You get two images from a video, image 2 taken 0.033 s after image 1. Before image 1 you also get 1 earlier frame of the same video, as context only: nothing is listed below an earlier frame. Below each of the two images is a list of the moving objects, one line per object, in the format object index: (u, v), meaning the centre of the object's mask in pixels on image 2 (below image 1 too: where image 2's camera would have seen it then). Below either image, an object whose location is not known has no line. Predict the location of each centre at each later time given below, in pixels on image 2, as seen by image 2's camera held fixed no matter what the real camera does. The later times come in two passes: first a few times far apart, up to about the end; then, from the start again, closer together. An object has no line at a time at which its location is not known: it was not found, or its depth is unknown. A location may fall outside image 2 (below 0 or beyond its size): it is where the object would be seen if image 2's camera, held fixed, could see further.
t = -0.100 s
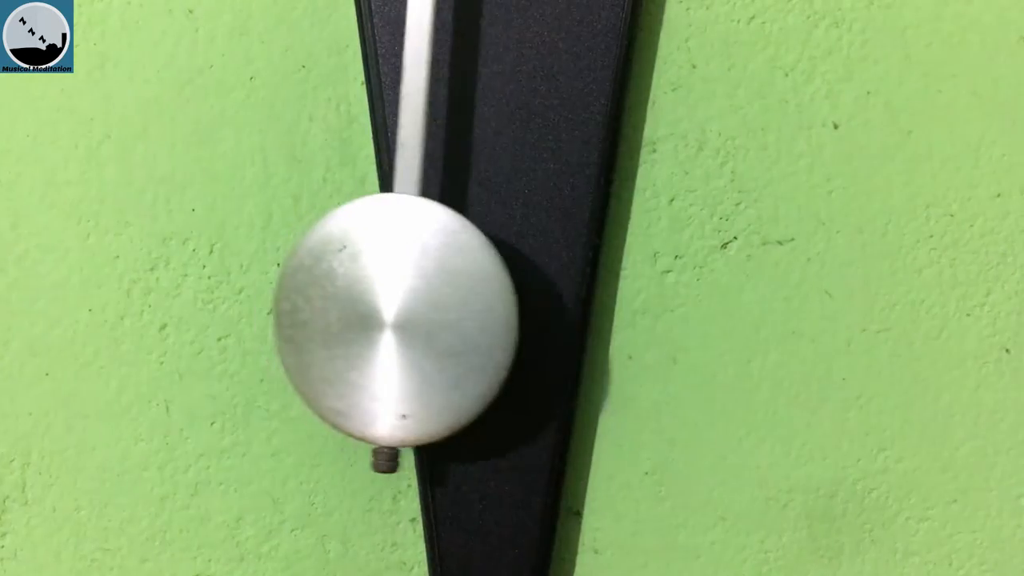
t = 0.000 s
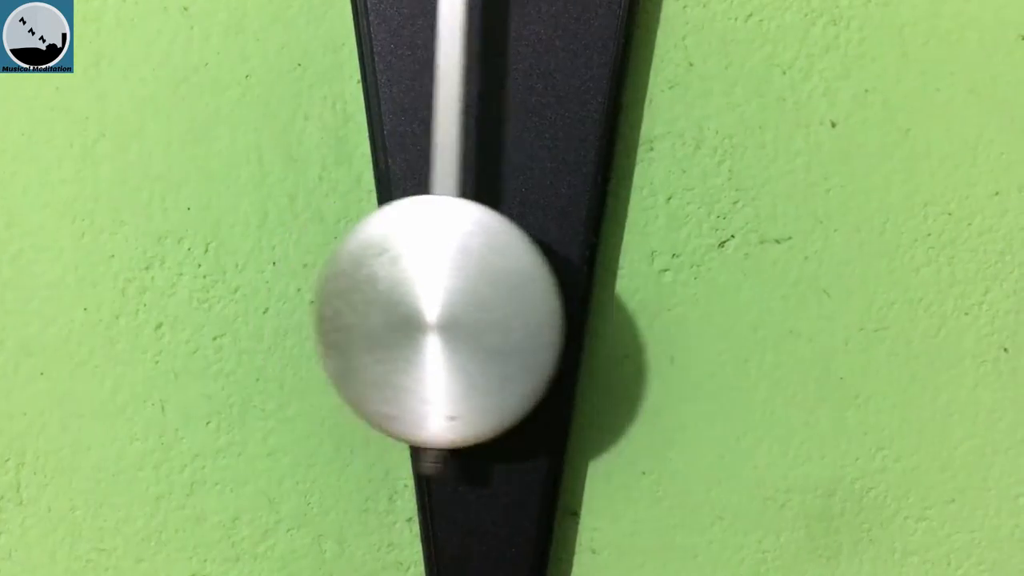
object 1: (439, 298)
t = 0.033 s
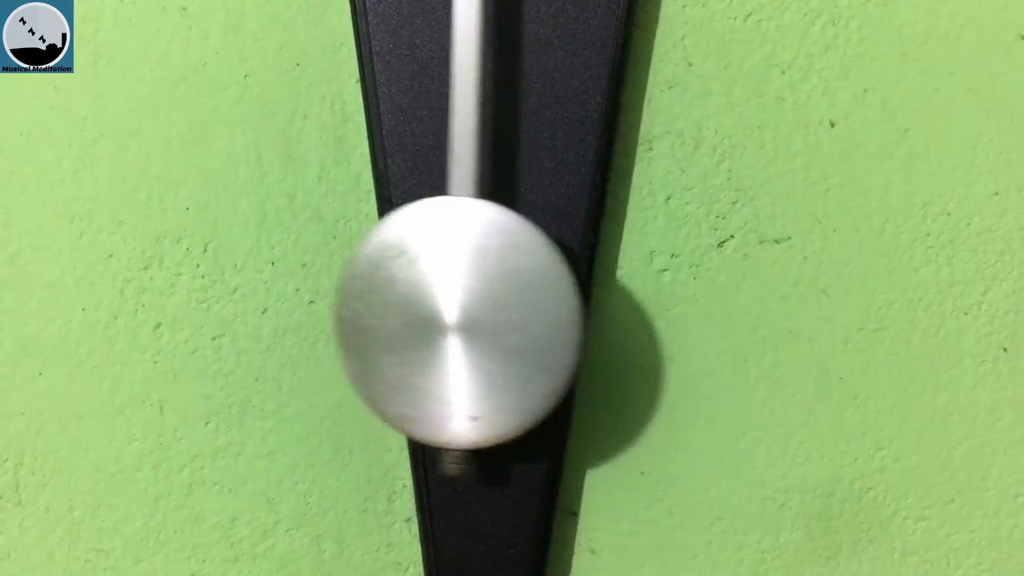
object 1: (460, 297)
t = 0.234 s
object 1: (589, 298)
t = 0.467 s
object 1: (630, 299)
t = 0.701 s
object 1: (506, 298)
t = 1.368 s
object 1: (564, 299)
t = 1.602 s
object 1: (638, 297)
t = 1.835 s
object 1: (535, 296)
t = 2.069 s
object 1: (397, 296)
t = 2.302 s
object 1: (411, 298)
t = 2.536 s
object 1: (559, 296)
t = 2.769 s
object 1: (639, 297)
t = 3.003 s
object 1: (540, 298)
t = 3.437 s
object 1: (394, 297)
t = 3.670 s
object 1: (530, 298)
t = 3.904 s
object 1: (639, 298)
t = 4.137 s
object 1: (568, 298)
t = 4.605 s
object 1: (399, 299)
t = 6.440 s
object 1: (594, 296)
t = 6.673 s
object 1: (450, 300)
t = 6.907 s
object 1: (384, 301)
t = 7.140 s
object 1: (497, 297)
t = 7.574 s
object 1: (615, 300)
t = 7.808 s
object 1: (469, 302)
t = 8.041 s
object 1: (379, 298)
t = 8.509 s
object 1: (610, 299)
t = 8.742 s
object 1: (616, 301)
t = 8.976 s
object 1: (479, 296)
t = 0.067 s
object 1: (481, 298)
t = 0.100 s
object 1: (504, 297)
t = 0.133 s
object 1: (526, 298)
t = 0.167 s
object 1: (549, 298)
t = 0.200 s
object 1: (570, 298)
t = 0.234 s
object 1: (589, 298)
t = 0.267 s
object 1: (606, 298)
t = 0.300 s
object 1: (619, 298)
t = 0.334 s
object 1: (630, 298)
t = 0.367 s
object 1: (636, 299)
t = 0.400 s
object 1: (638, 299)
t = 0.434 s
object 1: (636, 299)
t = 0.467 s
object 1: (630, 299)
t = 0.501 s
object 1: (620, 299)
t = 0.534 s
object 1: (606, 299)
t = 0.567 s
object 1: (589, 298)
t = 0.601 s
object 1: (570, 297)
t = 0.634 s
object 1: (550, 297)
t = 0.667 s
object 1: (527, 298)
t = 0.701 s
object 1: (506, 298)
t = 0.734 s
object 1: (485, 296)
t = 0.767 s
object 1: (463, 296)
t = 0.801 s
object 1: (444, 295)
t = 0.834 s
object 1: (426, 293)
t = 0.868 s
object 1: (410, 294)
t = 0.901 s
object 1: (397, 294)
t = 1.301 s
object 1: (519, 300)
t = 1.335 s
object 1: (543, 300)
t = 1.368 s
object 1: (564, 299)
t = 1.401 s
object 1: (584, 299)
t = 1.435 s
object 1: (602, 299)
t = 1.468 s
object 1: (617, 299)
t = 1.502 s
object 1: (628, 298)
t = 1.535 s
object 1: (636, 298)
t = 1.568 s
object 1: (639, 297)
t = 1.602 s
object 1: (638, 297)
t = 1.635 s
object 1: (633, 297)
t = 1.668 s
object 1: (624, 297)
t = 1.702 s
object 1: (611, 295)
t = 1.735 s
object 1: (596, 296)
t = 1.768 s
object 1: (577, 296)
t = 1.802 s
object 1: (557, 296)
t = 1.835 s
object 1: (535, 296)
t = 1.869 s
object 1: (513, 295)
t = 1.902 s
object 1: (491, 295)
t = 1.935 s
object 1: (469, 295)
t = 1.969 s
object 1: (448, 295)
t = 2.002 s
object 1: (428, 296)
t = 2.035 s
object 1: (411, 296)
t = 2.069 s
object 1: (397, 296)
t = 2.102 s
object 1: (387, 297)
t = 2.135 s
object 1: (380, 297)
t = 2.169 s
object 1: (378, 297)
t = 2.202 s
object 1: (380, 297)
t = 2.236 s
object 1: (387, 297)
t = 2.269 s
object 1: (397, 297)
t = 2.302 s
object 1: (411, 298)
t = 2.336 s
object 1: (428, 298)
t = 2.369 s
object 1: (448, 298)
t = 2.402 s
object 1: (469, 297)
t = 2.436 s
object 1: (492, 295)
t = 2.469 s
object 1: (514, 298)
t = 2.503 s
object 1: (537, 297)
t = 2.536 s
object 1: (559, 296)
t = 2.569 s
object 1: (579, 296)
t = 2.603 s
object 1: (597, 295)
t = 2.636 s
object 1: (613, 295)
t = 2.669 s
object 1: (625, 295)
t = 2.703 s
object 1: (634, 295)
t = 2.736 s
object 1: (639, 296)
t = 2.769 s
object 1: (639, 297)
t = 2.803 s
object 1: (636, 297)
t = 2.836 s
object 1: (628, 297)
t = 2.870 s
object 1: (616, 297)
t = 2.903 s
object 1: (601, 298)
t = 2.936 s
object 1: (583, 298)
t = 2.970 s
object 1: (562, 298)
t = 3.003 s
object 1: (540, 298)
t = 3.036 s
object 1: (517, 297)
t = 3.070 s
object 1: (495, 296)
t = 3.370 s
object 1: (378, 297)
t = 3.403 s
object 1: (384, 298)
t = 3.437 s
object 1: (394, 297)
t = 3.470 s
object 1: (407, 297)
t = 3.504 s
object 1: (423, 297)
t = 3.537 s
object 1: (443, 295)
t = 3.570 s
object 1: (463, 296)
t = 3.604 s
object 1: (486, 297)
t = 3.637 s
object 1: (508, 297)
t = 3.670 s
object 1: (530, 298)
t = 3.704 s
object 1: (552, 297)
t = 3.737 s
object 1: (573, 298)
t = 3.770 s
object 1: (593, 297)
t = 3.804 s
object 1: (609, 297)
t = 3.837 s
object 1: (623, 297)
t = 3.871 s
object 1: (633, 298)
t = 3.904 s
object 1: (639, 298)
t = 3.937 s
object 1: (640, 298)
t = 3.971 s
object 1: (638, 298)
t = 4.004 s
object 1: (630, 298)
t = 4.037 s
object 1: (619, 298)
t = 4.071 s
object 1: (605, 299)
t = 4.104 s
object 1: (588, 298)
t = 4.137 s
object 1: (568, 298)
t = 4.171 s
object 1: (548, 297)
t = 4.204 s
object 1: (525, 298)
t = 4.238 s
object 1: (504, 297)
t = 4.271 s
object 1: (482, 297)
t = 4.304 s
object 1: (462, 296)
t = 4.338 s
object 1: (442, 295)
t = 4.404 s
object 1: (410, 295)
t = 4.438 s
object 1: (398, 296)
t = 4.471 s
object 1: (390, 297)
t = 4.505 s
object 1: (386, 298)
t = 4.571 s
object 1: (390, 299)
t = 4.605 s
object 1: (399, 299)
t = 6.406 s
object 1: (609, 295)
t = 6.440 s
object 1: (594, 296)
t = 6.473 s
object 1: (577, 297)
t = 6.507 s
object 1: (557, 298)
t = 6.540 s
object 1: (536, 299)
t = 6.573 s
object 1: (514, 299)
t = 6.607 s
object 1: (493, 299)
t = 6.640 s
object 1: (471, 299)
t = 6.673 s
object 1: (450, 300)
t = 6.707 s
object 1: (430, 301)
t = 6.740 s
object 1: (413, 301)
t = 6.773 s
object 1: (399, 301)
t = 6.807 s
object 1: (389, 301)
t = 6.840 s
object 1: (382, 301)
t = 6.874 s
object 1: (381, 302)
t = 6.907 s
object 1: (384, 301)
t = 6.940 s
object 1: (390, 301)
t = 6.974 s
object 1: (401, 301)
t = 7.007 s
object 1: (416, 299)
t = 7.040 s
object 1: (433, 299)
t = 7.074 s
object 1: (453, 298)
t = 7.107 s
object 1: (474, 298)
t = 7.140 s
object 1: (497, 297)
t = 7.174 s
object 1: (518, 296)
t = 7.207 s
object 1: (540, 296)
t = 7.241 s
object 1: (562, 296)
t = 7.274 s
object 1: (582, 295)
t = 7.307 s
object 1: (599, 294)
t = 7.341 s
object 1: (614, 294)
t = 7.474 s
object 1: (639, 297)
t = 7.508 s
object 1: (636, 298)
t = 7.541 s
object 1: (628, 299)
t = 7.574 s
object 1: (615, 300)
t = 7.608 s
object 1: (600, 300)
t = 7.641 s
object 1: (581, 301)
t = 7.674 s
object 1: (560, 300)
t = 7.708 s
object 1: (538, 302)
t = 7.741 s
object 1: (515, 302)
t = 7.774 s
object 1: (492, 302)
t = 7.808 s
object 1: (469, 302)
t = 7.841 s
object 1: (448, 302)
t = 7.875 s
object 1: (428, 300)
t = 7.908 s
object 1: (411, 300)
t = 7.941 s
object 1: (397, 300)
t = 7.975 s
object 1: (388, 299)
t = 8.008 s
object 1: (381, 298)
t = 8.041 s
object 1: (379, 298)
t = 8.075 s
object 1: (381, 297)
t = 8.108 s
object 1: (388, 296)
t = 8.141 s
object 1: (398, 296)
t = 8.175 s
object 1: (412, 295)
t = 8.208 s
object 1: (428, 295)
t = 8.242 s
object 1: (446, 296)
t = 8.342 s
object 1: (511, 298)
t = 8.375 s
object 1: (533, 298)
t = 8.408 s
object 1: (554, 298)
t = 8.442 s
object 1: (575, 298)
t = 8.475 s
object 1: (594, 299)
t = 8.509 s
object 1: (610, 299)
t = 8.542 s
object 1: (623, 300)
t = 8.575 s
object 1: (632, 300)
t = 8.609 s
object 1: (638, 301)
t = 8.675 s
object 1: (635, 301)
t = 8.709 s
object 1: (627, 301)
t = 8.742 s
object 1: (616, 301)
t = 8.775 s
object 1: (601, 301)
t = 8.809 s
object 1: (583, 299)
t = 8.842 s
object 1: (564, 298)
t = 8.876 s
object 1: (543, 299)
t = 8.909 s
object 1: (521, 298)
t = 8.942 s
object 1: (500, 297)
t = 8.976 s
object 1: (479, 296)
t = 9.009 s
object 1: (459, 295)
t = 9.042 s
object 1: (441, 295)
